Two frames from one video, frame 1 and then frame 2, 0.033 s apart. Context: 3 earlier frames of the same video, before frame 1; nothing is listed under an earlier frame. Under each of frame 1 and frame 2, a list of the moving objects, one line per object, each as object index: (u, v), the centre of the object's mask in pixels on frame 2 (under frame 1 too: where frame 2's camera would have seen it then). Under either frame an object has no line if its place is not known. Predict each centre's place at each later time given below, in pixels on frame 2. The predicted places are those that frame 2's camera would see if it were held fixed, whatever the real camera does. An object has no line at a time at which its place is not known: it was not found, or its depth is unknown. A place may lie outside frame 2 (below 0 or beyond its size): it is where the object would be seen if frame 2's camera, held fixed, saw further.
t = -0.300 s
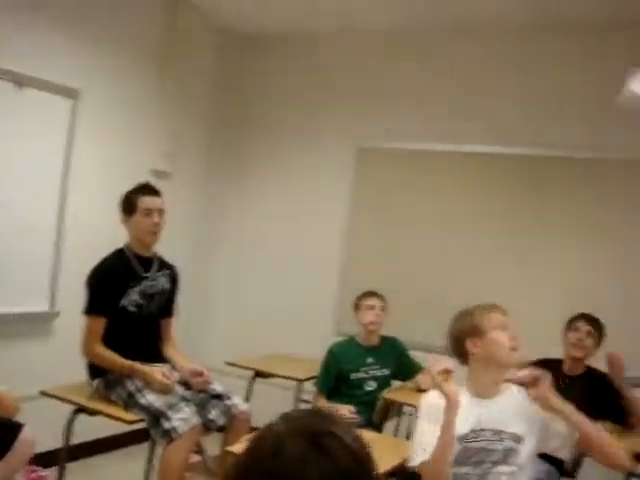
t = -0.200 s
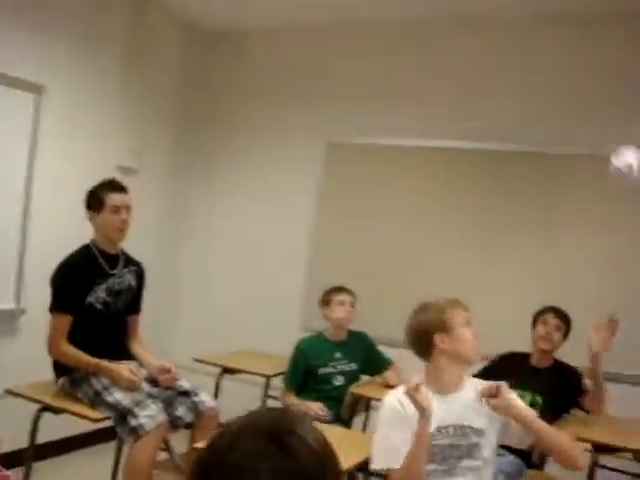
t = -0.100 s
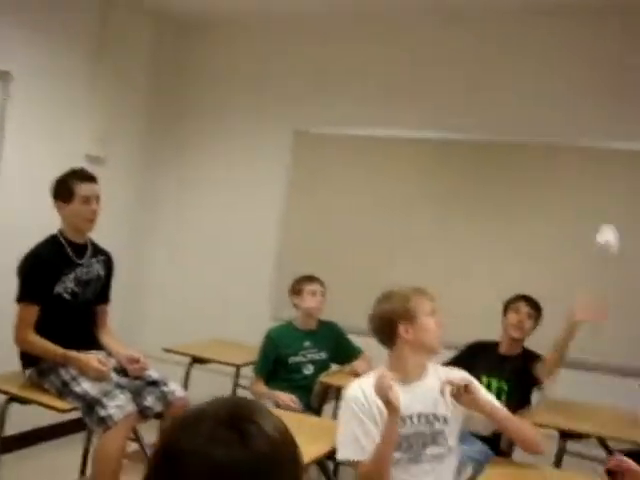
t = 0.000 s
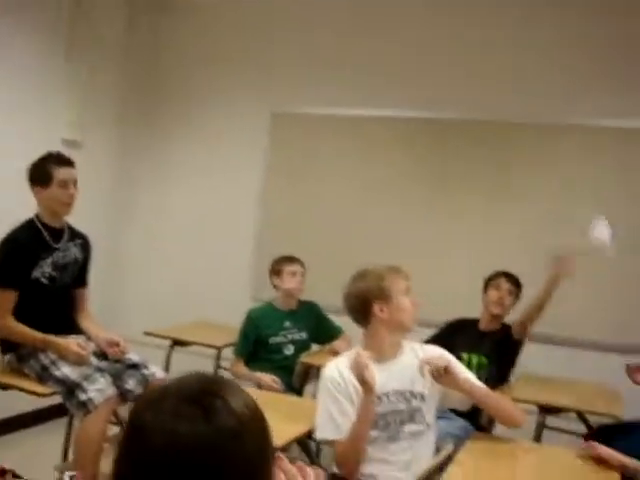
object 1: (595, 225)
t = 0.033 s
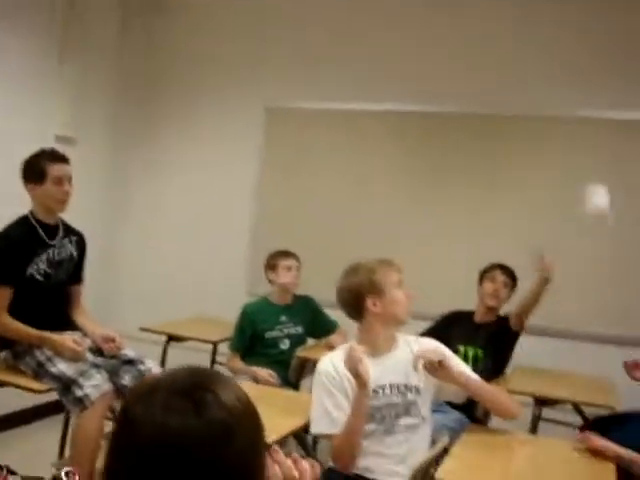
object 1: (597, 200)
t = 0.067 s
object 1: (598, 175)
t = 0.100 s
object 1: (604, 151)
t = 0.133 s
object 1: (607, 127)
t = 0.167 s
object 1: (610, 110)
